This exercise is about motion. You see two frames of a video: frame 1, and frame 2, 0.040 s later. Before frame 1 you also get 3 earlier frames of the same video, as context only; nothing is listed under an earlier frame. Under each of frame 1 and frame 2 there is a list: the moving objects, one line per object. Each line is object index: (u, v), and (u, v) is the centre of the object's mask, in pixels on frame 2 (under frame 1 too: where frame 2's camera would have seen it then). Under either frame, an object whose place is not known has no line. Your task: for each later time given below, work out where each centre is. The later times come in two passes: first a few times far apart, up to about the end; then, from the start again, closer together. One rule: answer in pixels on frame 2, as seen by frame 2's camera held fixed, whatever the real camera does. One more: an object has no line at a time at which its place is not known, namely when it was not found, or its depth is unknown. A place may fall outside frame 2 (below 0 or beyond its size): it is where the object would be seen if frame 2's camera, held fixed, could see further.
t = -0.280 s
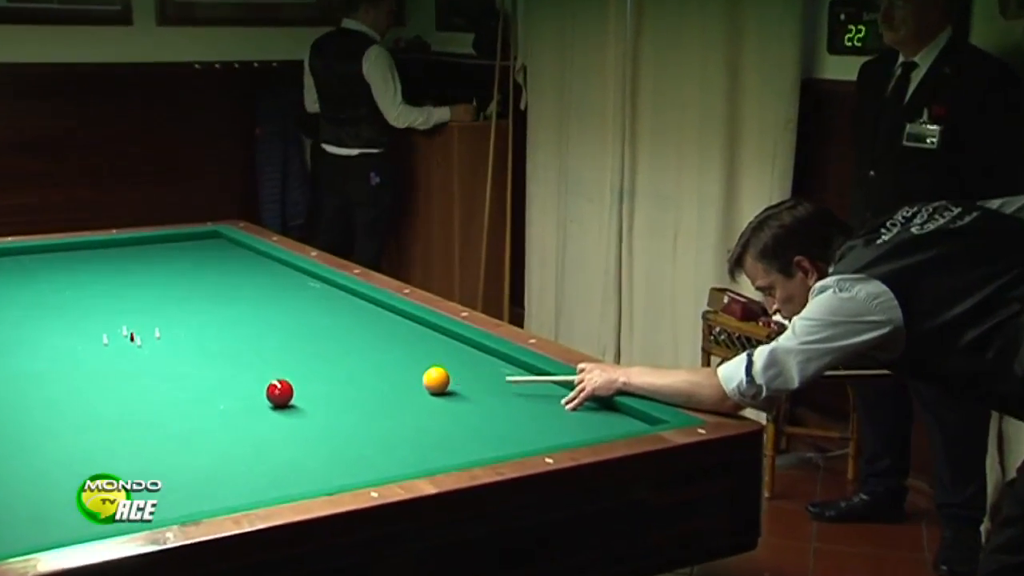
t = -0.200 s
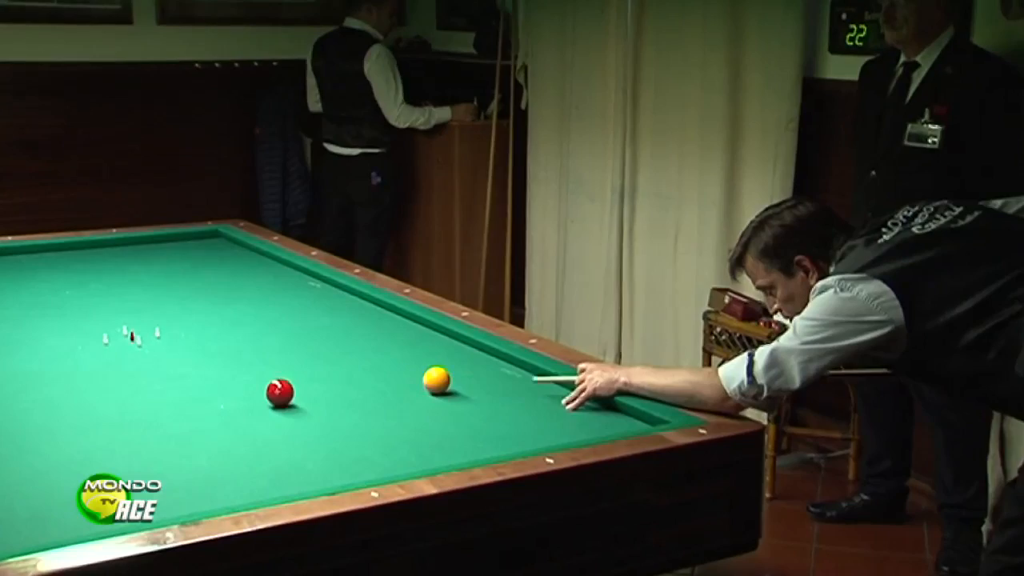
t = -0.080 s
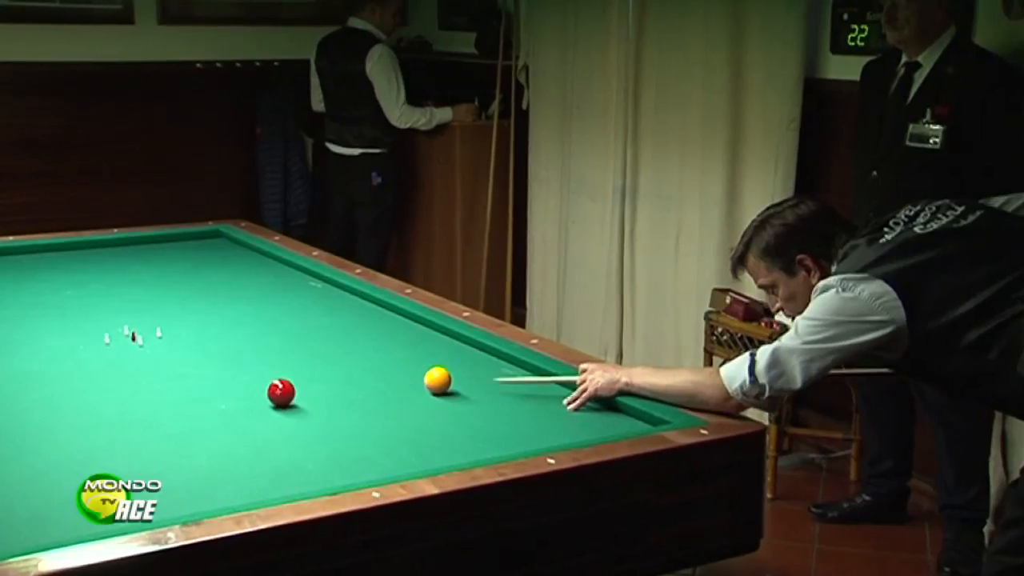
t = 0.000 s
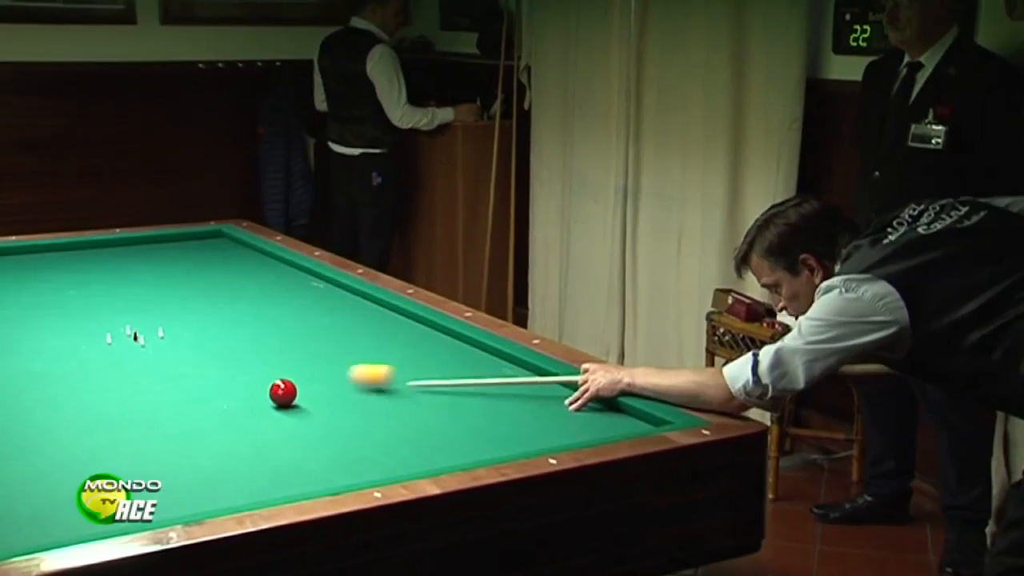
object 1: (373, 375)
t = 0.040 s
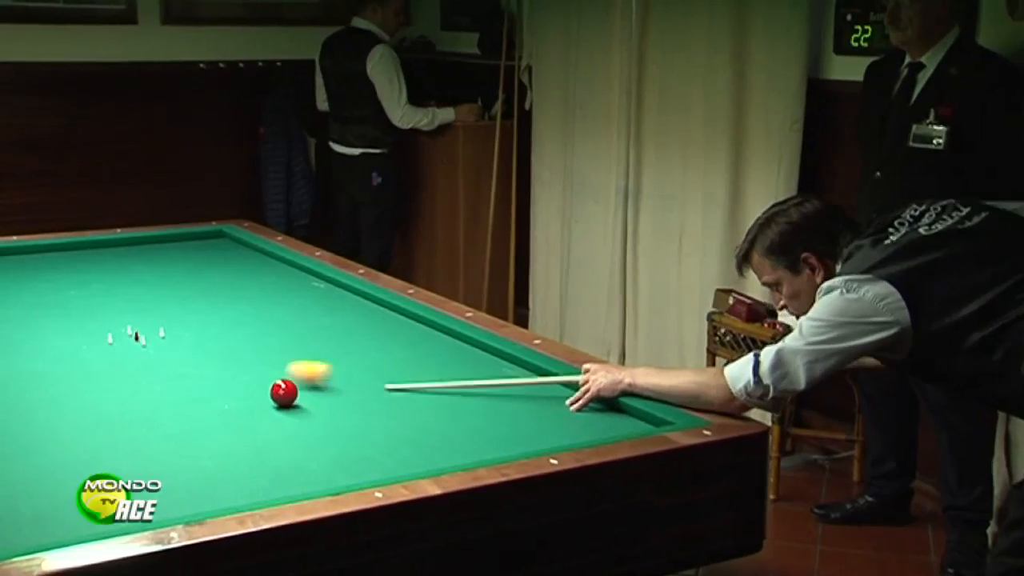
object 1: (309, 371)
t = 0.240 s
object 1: (17, 358)
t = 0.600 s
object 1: (42, 333)
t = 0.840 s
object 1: (183, 316)
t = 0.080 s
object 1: (247, 368)
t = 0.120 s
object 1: (188, 366)
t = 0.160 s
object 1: (129, 363)
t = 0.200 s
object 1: (73, 360)
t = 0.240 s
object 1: (17, 358)
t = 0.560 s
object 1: (15, 337)
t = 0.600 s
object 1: (42, 333)
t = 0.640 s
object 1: (68, 330)
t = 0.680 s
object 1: (92, 328)
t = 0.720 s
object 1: (116, 324)
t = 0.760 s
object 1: (139, 321)
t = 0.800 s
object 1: (161, 319)
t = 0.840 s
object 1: (183, 316)
